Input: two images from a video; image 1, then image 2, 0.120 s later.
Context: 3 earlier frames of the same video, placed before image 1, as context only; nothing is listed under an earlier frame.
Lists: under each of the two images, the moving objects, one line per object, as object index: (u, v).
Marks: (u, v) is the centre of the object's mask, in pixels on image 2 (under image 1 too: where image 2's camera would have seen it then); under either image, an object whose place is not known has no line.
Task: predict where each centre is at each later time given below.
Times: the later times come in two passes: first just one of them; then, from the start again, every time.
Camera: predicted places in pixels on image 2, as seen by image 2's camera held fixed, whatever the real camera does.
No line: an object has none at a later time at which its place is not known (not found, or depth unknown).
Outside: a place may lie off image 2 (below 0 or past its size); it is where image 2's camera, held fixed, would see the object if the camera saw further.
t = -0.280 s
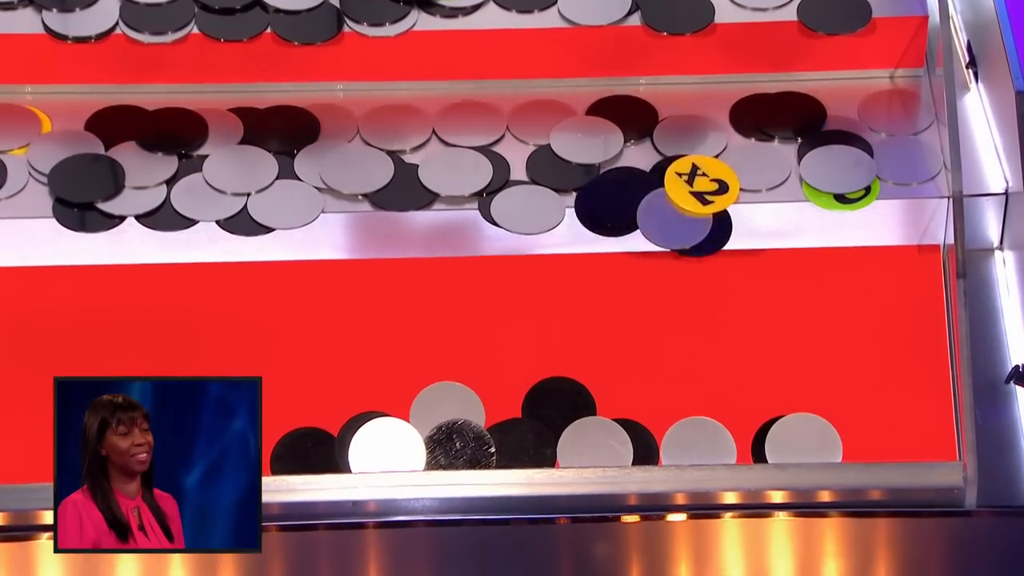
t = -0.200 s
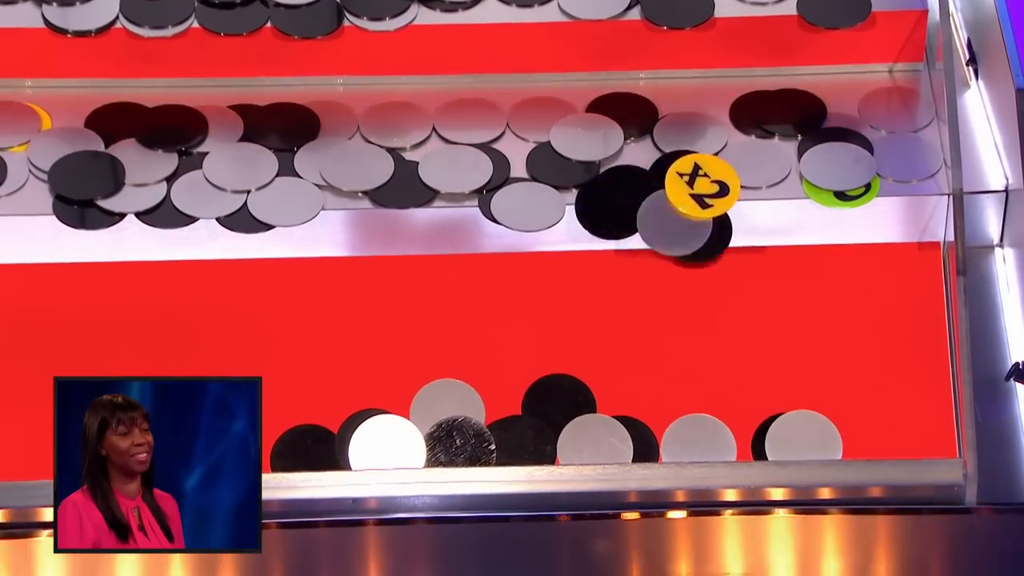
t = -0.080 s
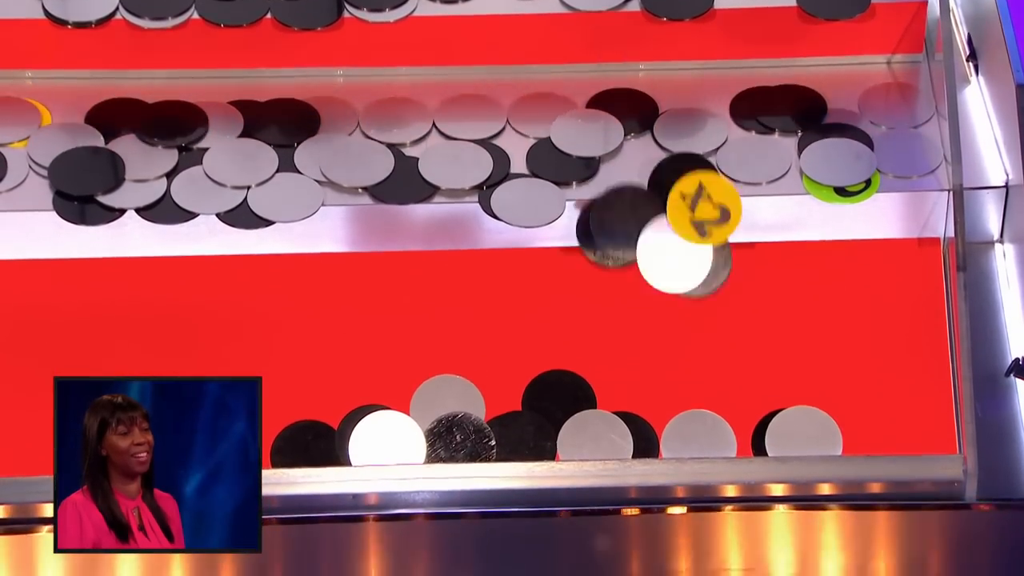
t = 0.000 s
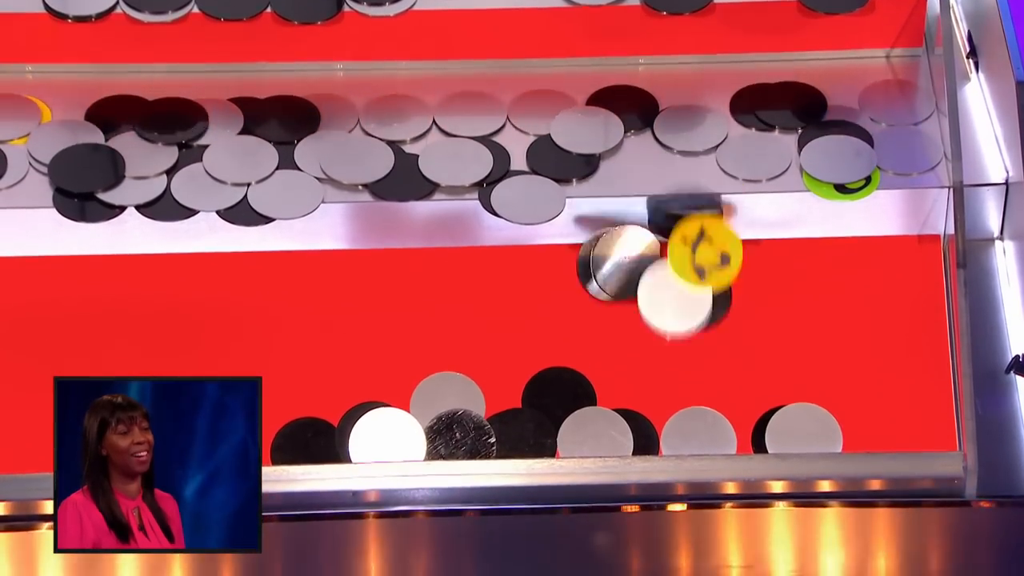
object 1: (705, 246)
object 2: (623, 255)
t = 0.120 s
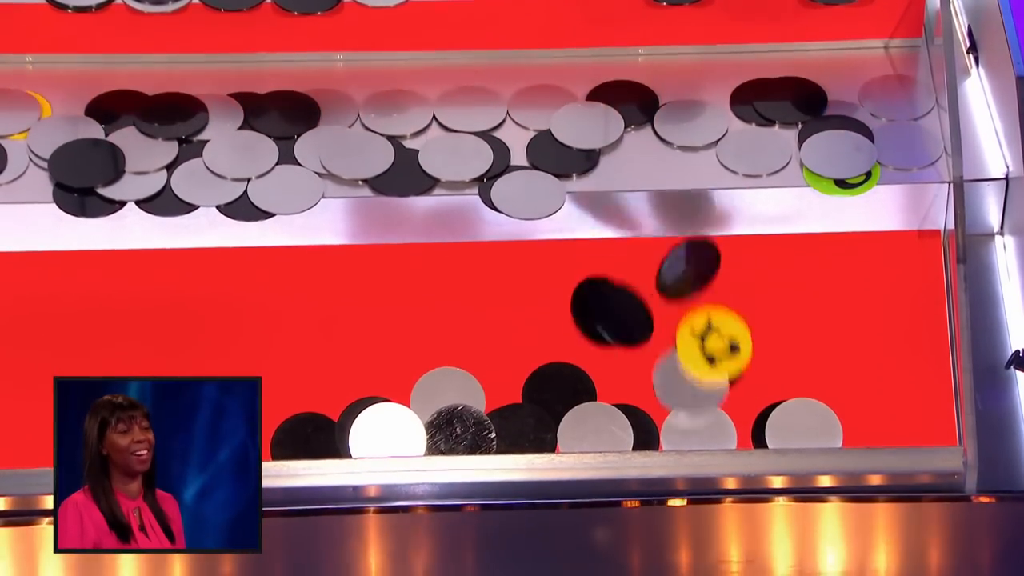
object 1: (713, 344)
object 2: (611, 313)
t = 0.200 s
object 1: (724, 412)
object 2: (621, 369)
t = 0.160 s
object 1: (718, 378)
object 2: (618, 338)
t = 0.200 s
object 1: (724, 412)
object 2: (621, 369)
